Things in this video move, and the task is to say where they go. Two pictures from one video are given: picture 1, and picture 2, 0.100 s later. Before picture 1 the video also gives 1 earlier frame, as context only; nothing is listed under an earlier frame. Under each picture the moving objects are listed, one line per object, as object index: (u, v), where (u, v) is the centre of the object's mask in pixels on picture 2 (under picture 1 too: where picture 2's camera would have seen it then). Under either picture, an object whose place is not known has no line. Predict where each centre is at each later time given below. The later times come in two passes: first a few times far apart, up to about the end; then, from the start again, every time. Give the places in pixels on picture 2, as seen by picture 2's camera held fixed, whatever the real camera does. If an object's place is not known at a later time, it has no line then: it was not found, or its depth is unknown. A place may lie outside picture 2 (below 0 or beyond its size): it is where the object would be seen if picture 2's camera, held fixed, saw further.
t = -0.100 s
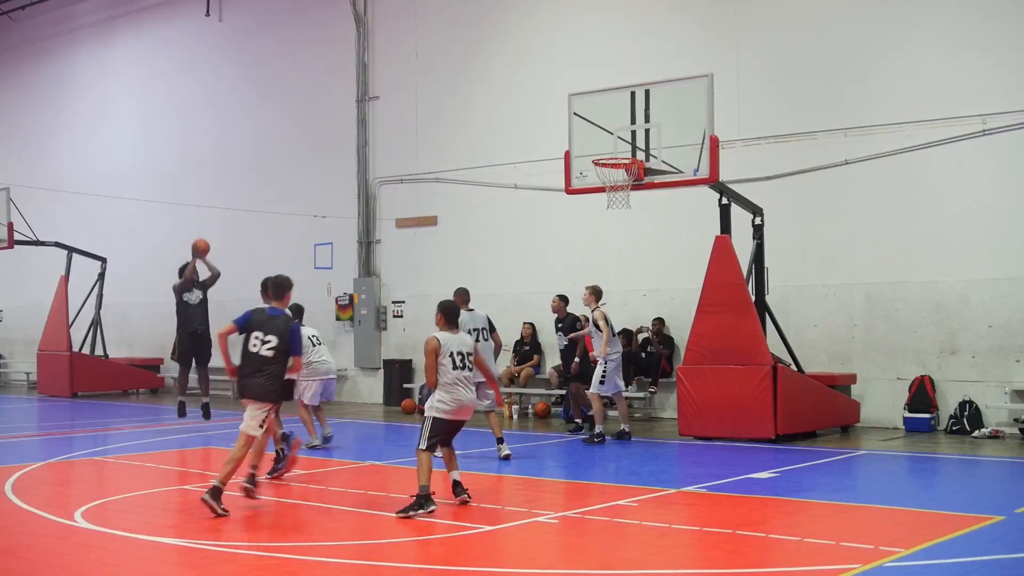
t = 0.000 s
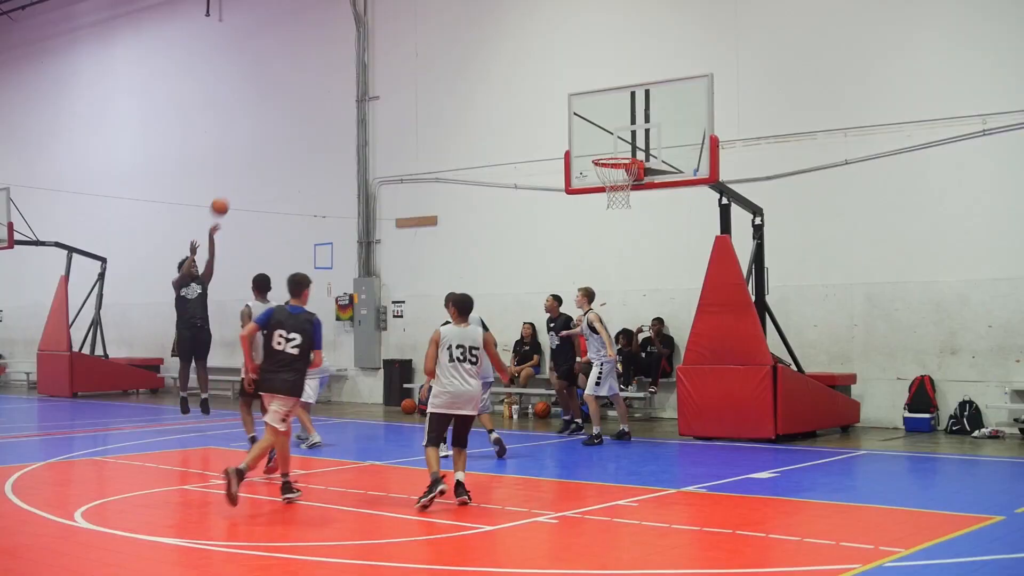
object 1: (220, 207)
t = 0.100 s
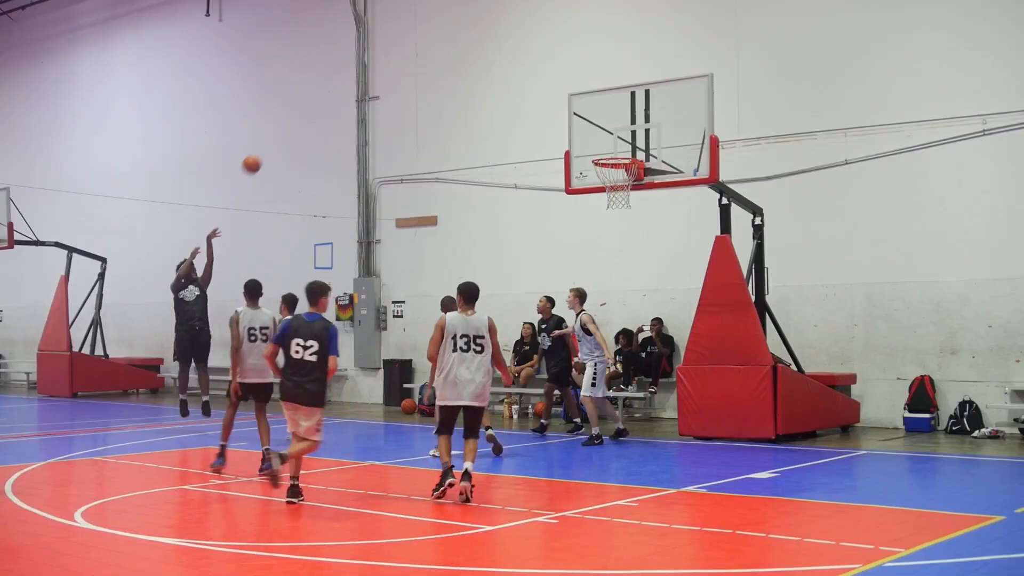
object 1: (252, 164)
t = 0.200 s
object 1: (284, 128)
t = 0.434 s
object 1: (366, 70)
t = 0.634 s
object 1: (440, 54)
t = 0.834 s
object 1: (519, 71)
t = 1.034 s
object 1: (604, 126)
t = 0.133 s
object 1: (262, 151)
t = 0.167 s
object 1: (273, 139)
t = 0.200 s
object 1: (284, 128)
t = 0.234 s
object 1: (296, 118)
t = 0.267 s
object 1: (307, 108)
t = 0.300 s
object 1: (318, 99)
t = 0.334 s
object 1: (330, 91)
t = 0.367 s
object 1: (342, 83)
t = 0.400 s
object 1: (354, 76)
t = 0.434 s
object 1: (366, 70)
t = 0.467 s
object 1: (378, 65)
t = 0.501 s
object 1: (390, 61)
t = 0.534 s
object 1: (403, 58)
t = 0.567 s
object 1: (415, 56)
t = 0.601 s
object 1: (427, 54)
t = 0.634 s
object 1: (440, 54)
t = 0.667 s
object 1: (453, 54)
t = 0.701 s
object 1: (466, 55)
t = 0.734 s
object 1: (479, 58)
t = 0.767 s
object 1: (492, 61)
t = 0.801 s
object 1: (505, 65)
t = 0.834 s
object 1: (519, 71)
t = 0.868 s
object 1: (533, 77)
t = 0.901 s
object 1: (547, 85)
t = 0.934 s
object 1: (561, 94)
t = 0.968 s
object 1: (575, 103)
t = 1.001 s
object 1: (590, 114)
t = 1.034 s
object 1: (604, 126)
